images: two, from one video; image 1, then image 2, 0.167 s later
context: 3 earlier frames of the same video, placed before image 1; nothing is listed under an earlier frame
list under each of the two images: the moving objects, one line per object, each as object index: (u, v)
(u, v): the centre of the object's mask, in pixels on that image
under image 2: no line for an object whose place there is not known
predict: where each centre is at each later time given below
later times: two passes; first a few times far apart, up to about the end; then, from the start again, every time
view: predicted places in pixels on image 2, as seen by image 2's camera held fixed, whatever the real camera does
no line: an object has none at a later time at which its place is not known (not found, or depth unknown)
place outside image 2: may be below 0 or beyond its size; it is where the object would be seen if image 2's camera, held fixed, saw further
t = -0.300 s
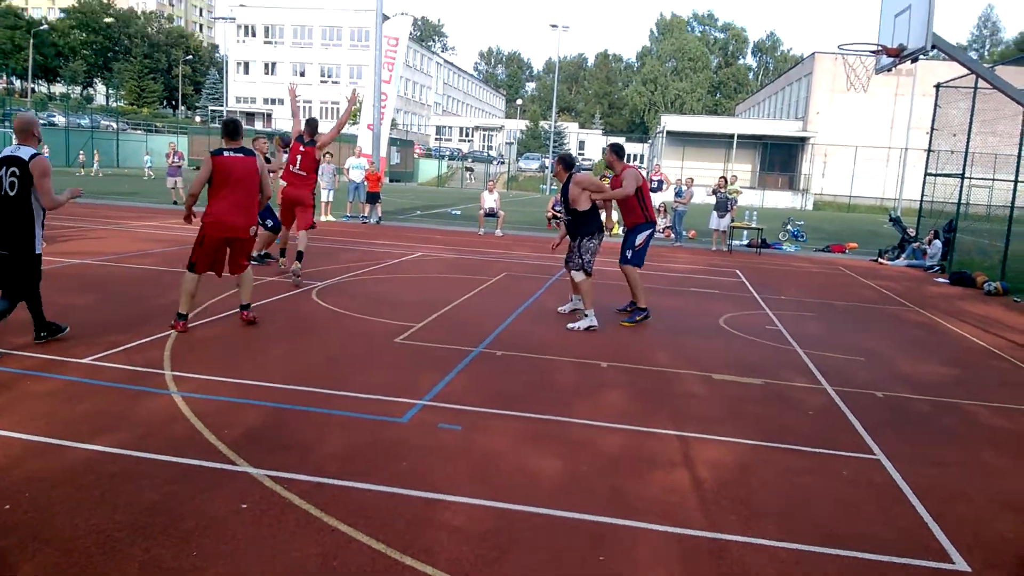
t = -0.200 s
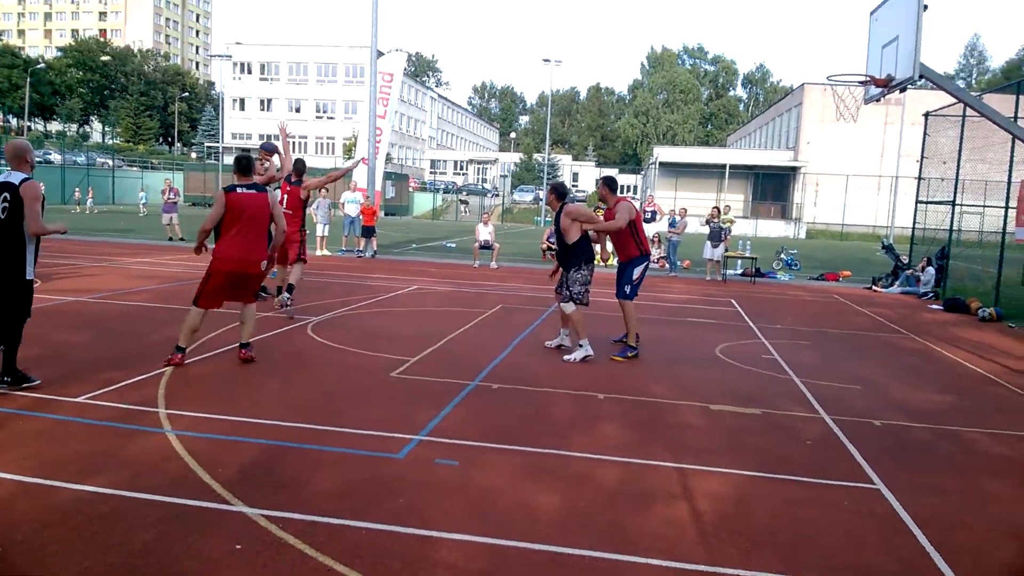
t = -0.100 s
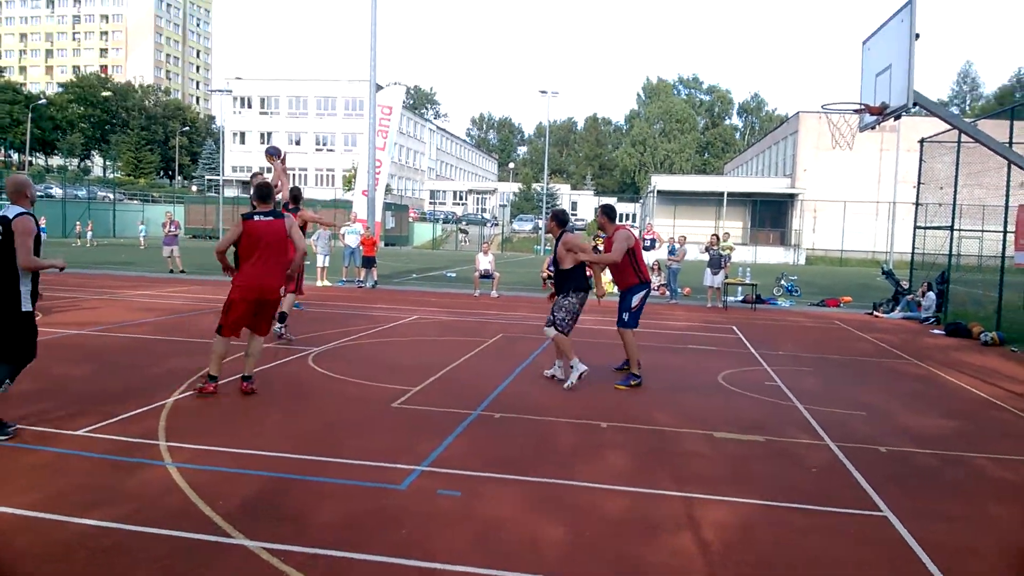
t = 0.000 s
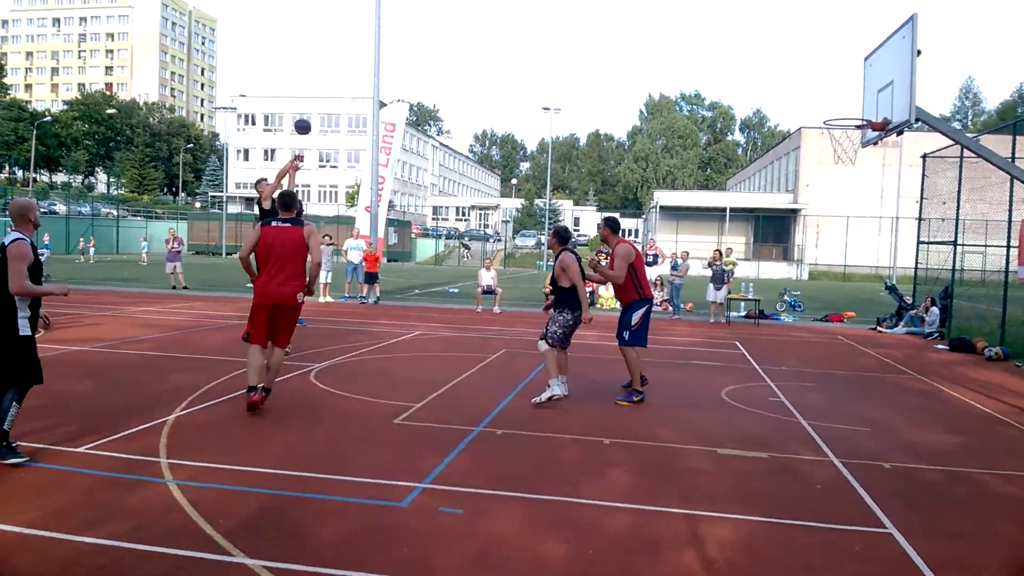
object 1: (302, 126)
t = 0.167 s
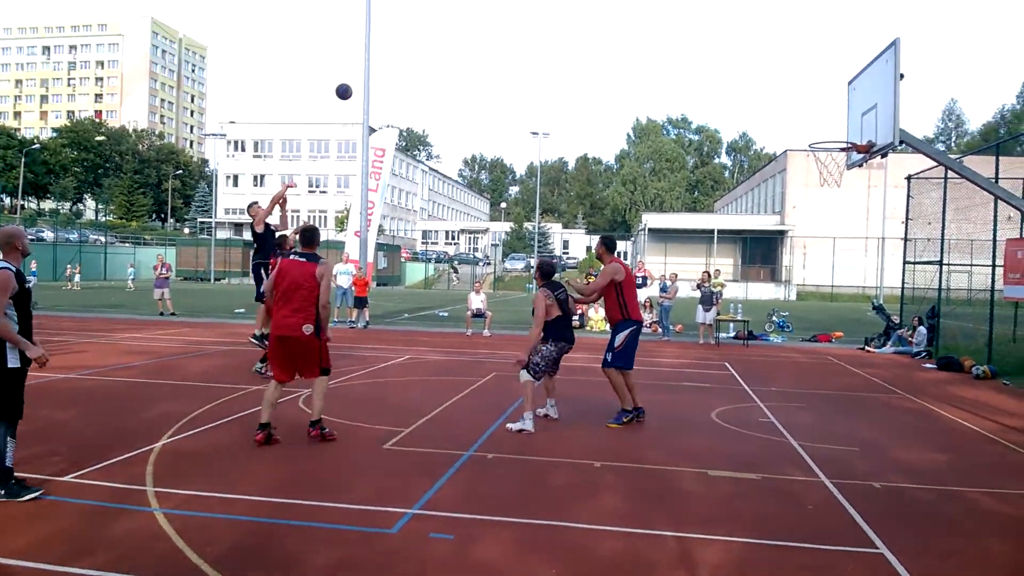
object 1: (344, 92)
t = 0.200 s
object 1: (354, 82)
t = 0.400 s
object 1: (417, 39)
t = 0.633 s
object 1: (496, 21)
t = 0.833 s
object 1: (565, 42)
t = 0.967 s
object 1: (612, 74)
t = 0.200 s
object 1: (354, 82)
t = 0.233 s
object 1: (364, 72)
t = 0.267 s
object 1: (374, 65)
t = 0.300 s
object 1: (385, 57)
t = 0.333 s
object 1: (395, 50)
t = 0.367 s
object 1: (406, 44)
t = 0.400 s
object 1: (417, 39)
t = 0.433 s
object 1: (428, 34)
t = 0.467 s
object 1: (439, 29)
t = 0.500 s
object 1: (450, 26)
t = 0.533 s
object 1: (461, 24)
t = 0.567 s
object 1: (473, 22)
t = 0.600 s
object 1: (484, 21)
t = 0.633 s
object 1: (496, 21)
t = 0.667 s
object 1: (506, 23)
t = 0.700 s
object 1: (518, 24)
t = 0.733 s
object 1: (530, 27)
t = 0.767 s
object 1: (542, 31)
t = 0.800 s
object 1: (553, 36)
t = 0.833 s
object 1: (565, 42)
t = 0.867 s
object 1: (577, 48)
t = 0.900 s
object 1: (588, 56)
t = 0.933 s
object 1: (600, 65)
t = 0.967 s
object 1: (612, 74)
